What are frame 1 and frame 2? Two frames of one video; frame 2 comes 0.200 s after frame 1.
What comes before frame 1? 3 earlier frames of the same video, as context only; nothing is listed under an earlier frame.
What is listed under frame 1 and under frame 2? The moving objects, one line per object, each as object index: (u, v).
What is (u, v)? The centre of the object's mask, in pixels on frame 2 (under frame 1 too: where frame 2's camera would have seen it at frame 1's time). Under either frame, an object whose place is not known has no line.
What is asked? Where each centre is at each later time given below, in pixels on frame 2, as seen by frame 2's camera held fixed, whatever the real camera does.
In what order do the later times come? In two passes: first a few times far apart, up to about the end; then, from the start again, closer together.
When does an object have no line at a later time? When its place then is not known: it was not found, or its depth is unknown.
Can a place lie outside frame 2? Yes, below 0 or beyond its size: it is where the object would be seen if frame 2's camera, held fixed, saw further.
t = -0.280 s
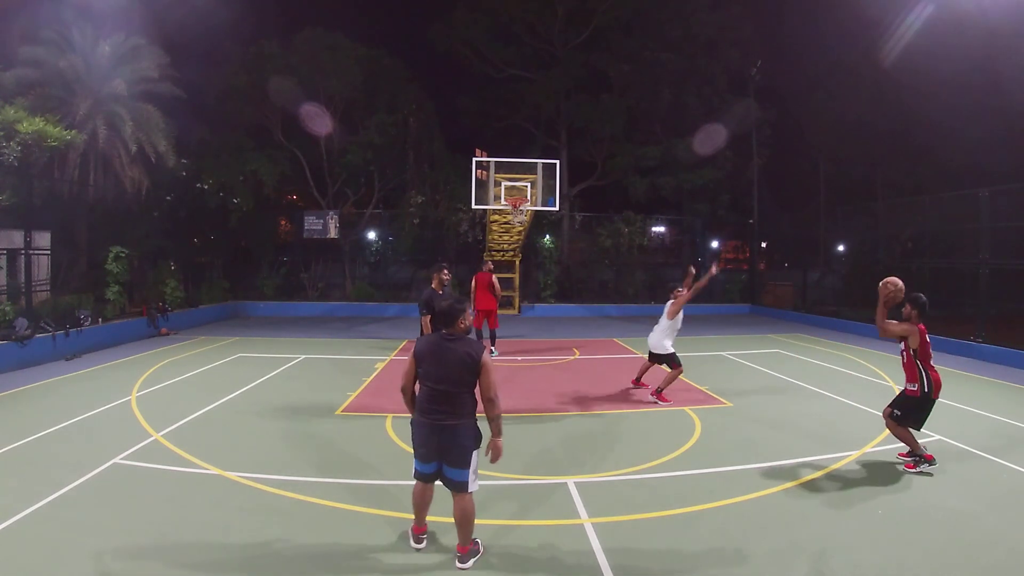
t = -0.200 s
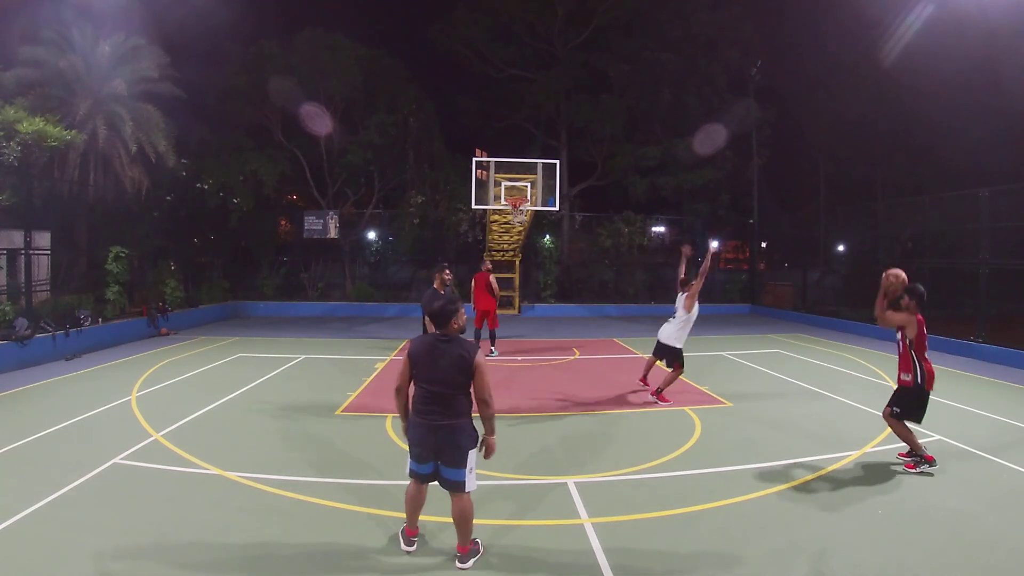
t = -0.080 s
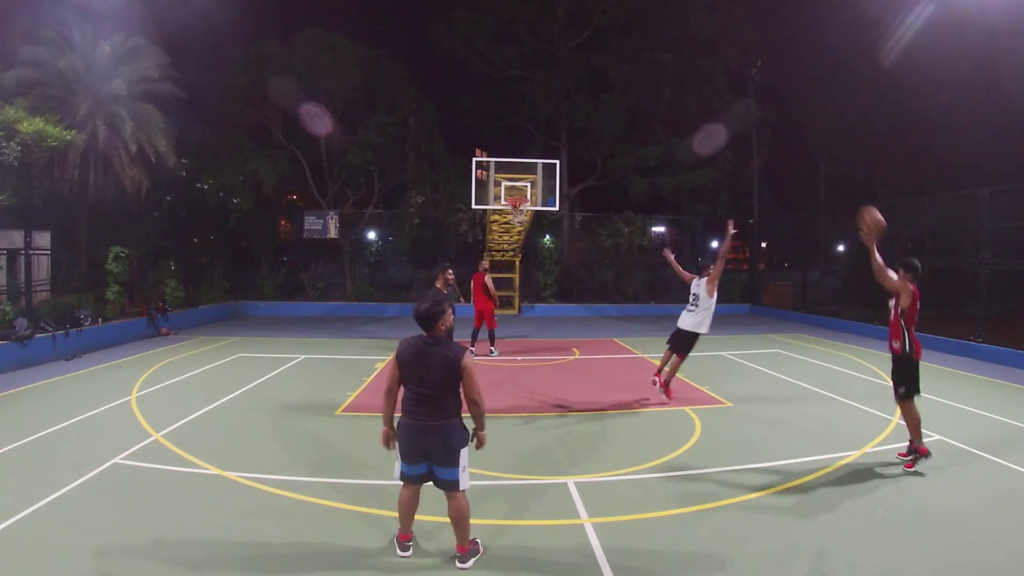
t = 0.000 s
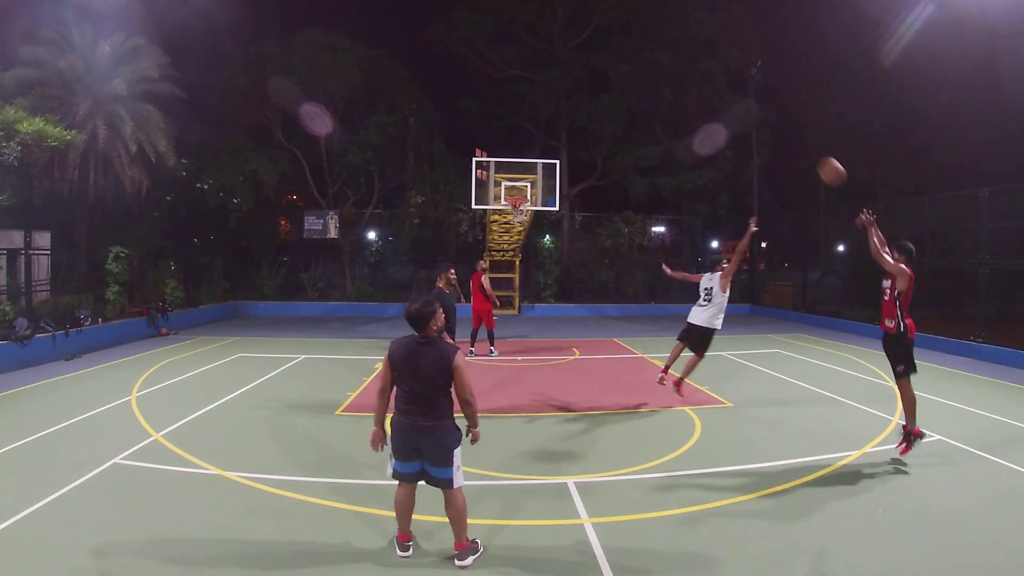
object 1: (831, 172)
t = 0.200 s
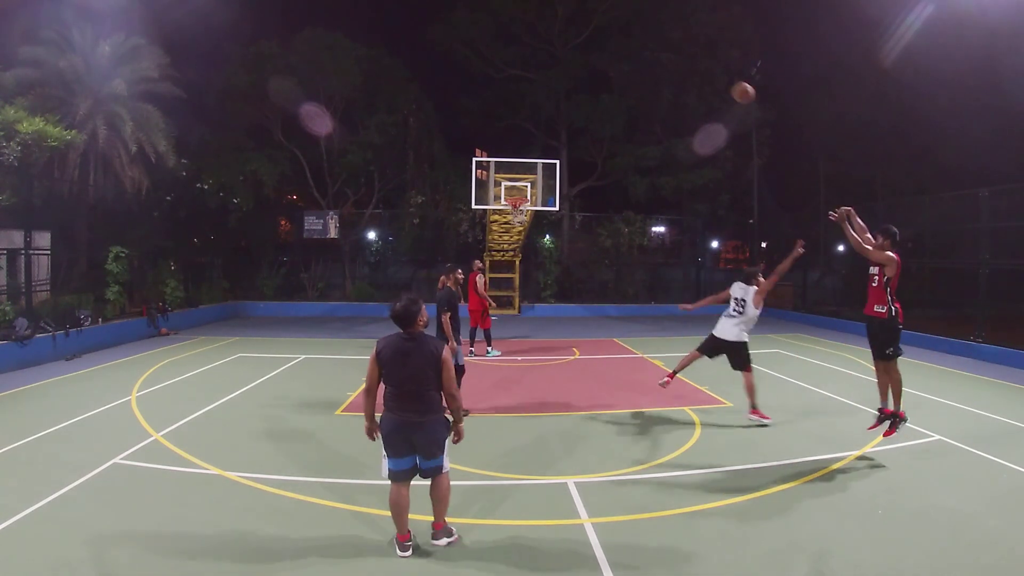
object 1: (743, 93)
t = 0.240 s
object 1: (727, 84)
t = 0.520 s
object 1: (641, 60)
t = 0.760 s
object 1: (587, 80)
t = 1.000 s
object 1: (545, 126)
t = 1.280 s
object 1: (506, 195)
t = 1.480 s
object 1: (493, 189)
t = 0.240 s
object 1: (727, 84)
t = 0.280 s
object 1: (713, 76)
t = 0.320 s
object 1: (699, 69)
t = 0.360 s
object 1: (687, 65)
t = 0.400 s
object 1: (674, 62)
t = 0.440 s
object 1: (663, 60)
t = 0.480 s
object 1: (652, 59)
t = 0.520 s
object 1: (641, 60)
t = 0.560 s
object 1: (631, 61)
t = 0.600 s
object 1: (621, 63)
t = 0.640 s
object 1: (612, 66)
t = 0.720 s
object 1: (596, 75)
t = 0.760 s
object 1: (587, 80)
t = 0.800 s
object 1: (580, 86)
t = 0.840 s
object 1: (572, 93)
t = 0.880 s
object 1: (565, 100)
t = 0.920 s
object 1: (558, 108)
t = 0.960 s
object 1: (552, 117)
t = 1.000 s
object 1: (545, 126)
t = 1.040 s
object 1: (539, 135)
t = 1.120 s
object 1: (527, 155)
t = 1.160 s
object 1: (522, 167)
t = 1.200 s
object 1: (516, 177)
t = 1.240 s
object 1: (509, 192)
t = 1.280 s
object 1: (506, 195)
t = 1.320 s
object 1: (504, 192)
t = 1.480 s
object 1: (493, 189)
